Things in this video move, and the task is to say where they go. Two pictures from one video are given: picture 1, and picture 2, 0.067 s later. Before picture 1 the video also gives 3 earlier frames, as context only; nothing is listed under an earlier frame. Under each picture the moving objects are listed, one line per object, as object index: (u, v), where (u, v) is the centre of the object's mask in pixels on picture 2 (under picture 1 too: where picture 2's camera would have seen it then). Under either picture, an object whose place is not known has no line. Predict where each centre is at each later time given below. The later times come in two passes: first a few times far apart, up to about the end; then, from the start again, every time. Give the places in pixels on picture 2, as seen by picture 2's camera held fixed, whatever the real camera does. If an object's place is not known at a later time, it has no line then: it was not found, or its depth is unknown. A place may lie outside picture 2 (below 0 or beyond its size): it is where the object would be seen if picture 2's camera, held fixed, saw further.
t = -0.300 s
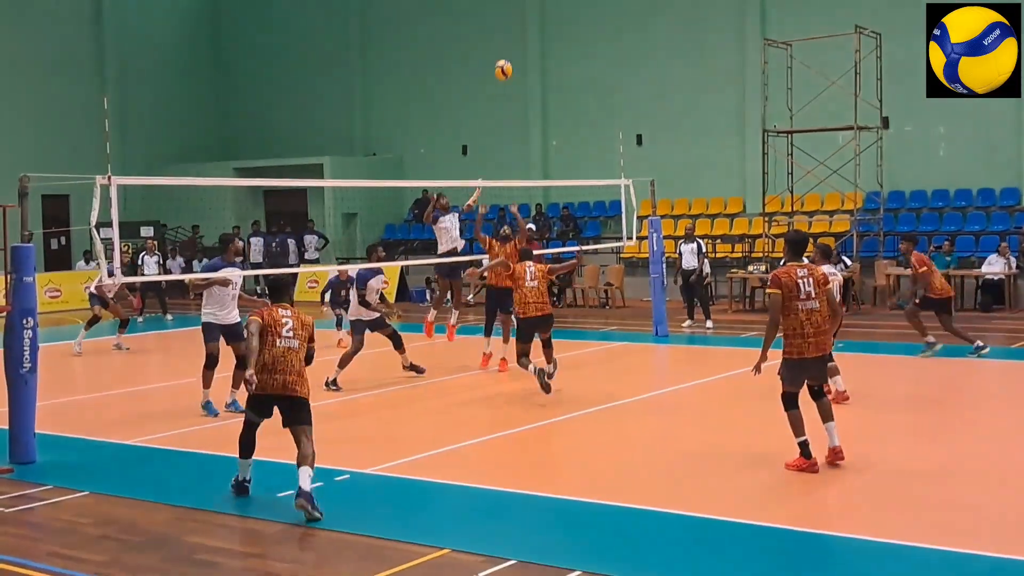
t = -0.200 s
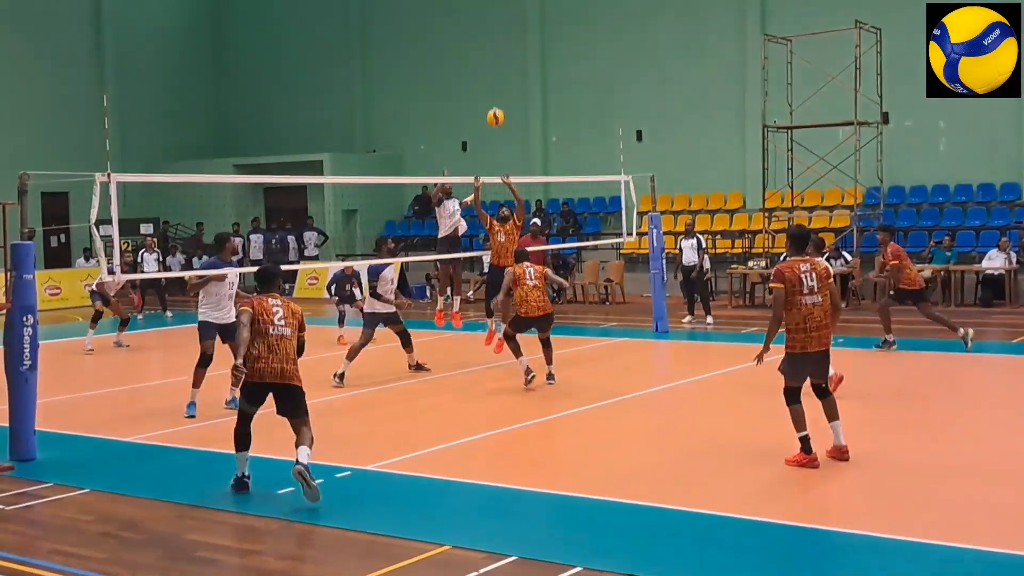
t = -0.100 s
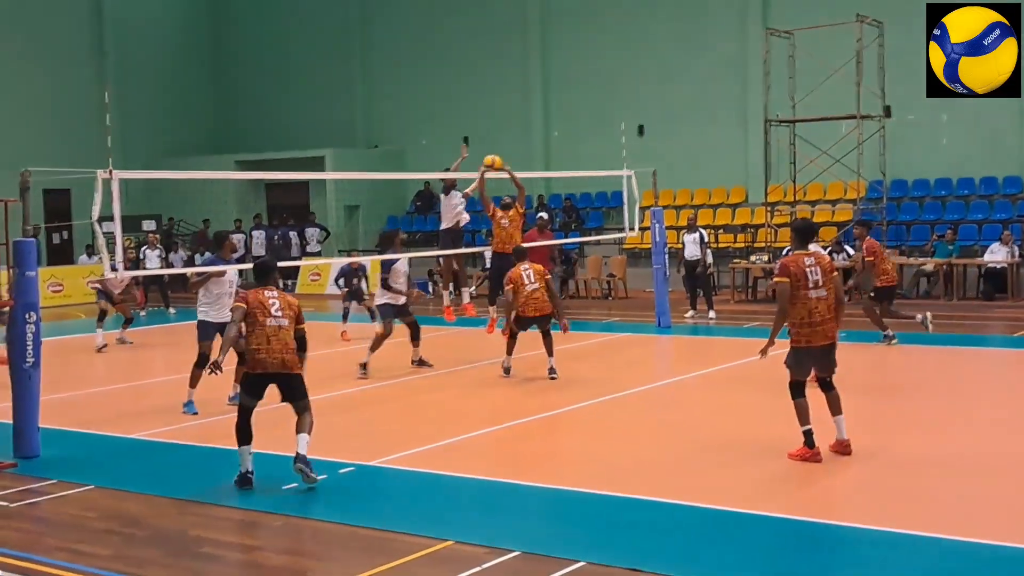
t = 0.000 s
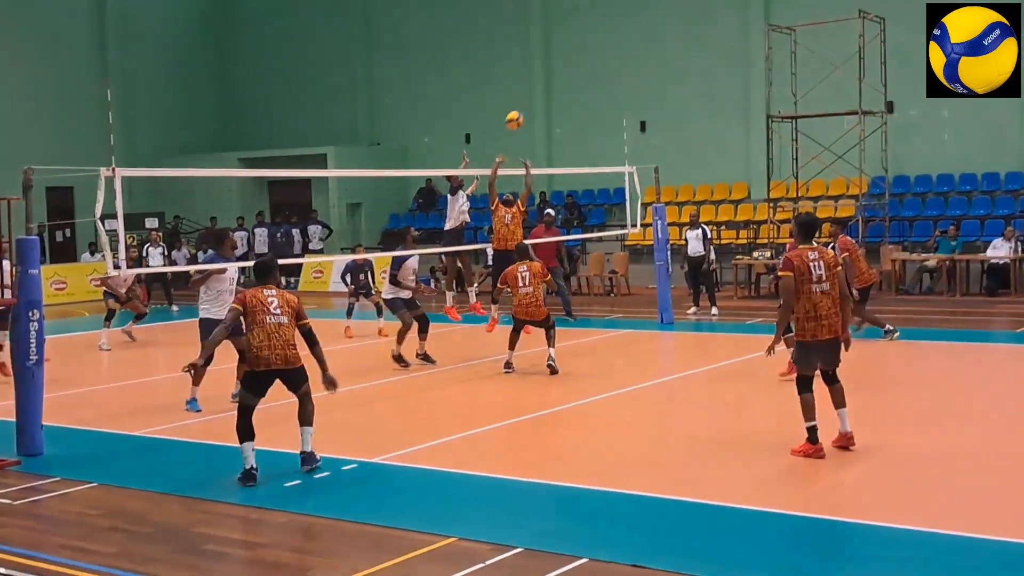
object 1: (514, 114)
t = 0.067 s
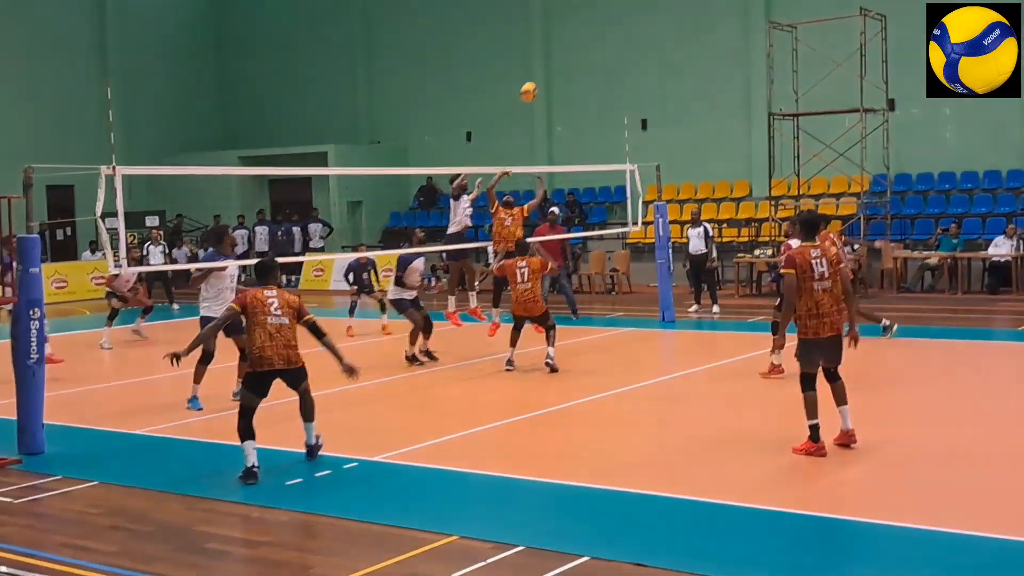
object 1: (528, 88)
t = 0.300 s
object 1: (573, 30)
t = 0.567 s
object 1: (626, 13)
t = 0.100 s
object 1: (535, 76)
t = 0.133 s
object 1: (542, 65)
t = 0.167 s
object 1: (548, 56)
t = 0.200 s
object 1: (556, 46)
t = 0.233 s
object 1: (563, 38)
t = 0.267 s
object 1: (566, 33)
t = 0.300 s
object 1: (573, 30)
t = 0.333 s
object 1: (579, 25)
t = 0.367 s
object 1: (586, 21)
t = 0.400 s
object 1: (593, 18)
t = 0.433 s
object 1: (600, 16)
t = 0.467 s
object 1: (606, 14)
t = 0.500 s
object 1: (613, 12)
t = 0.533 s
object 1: (619, 13)
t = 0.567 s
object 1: (626, 13)
